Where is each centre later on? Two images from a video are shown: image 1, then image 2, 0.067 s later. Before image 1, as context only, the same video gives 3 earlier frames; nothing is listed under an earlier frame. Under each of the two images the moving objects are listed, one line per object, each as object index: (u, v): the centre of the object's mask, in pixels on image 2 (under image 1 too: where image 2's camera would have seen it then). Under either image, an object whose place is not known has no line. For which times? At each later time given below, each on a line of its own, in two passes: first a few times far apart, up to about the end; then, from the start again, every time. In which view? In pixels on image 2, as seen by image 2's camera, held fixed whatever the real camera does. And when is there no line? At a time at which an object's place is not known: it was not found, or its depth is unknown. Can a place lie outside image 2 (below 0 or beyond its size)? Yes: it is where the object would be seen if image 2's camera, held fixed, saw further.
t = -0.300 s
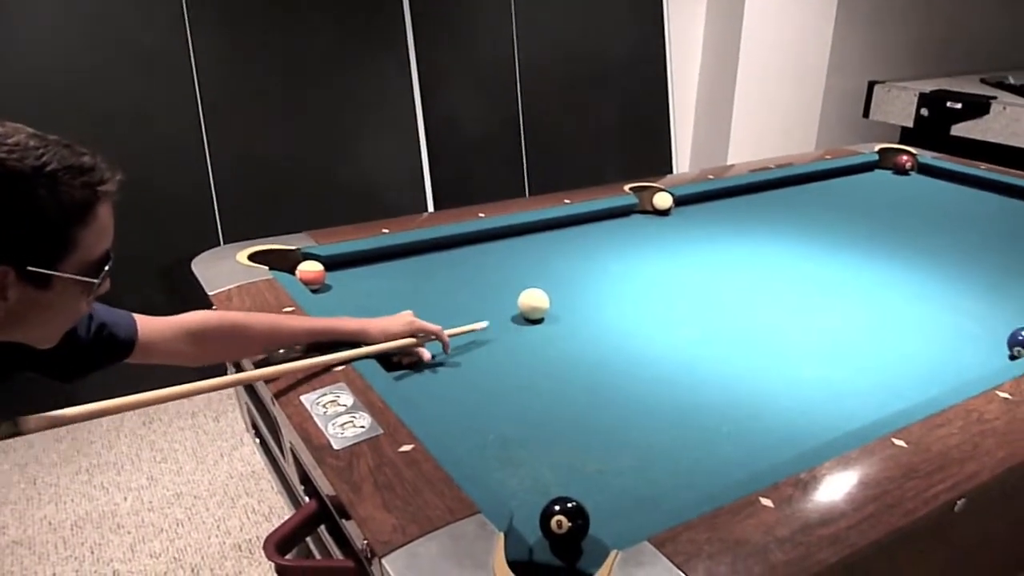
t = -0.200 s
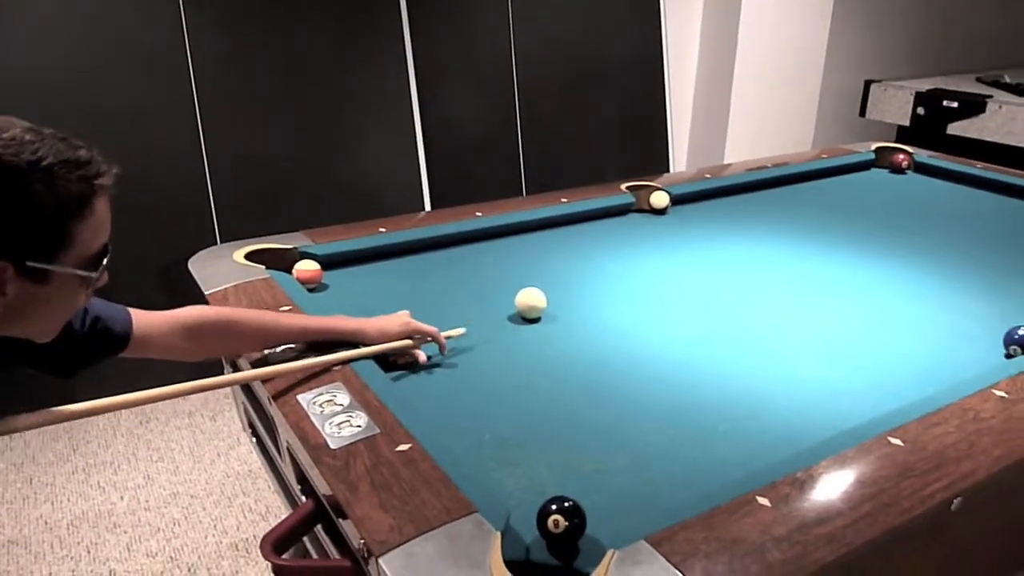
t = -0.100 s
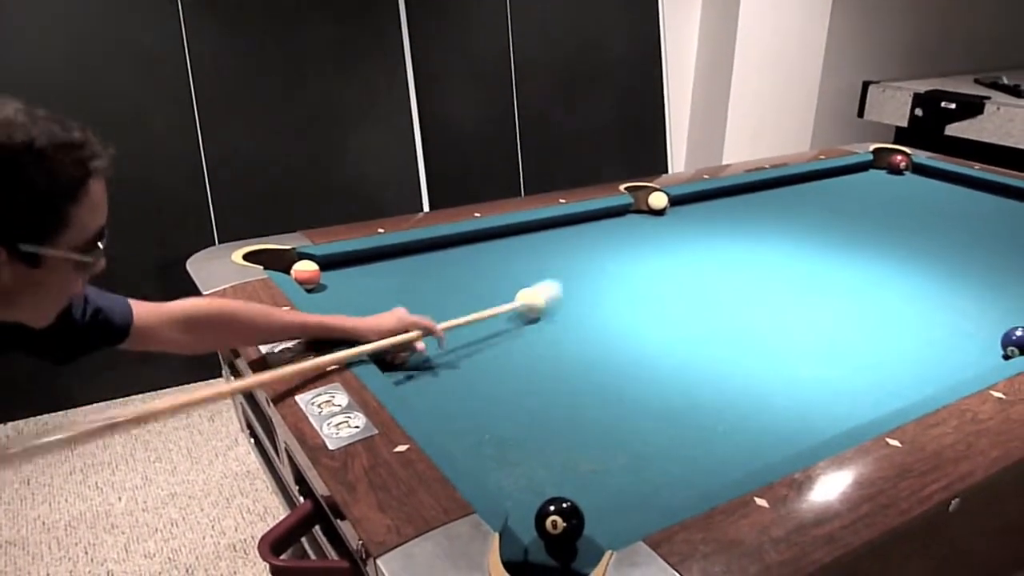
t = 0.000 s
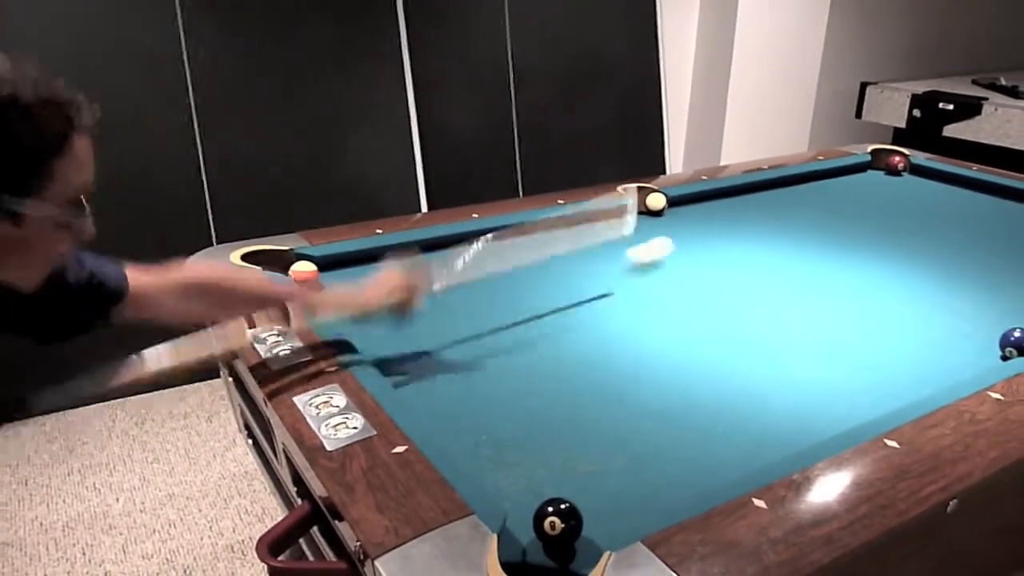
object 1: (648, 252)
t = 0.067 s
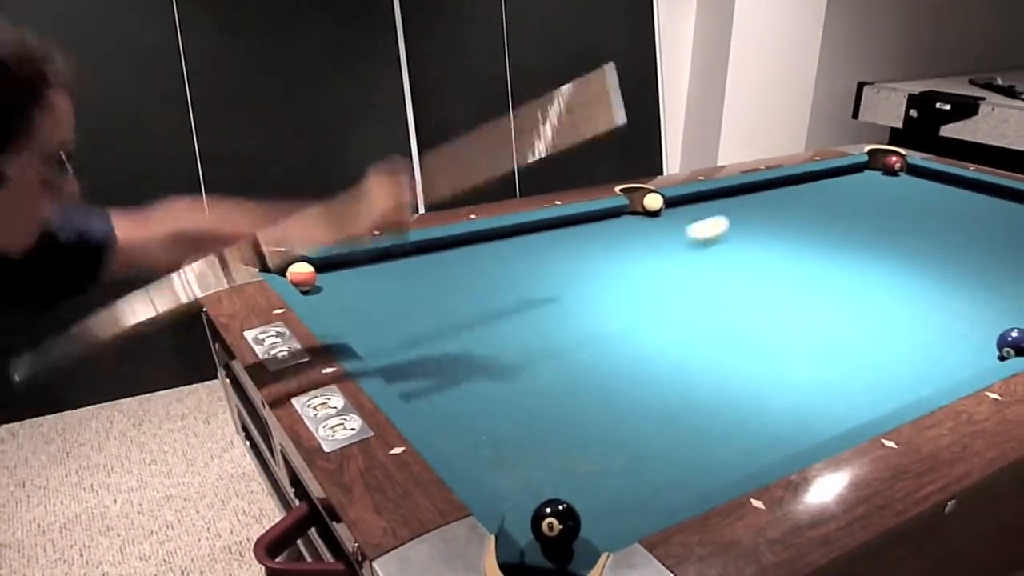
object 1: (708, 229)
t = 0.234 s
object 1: (821, 187)
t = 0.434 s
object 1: (856, 169)
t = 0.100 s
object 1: (733, 219)
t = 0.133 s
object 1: (758, 210)
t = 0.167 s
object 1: (781, 201)
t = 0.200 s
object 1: (802, 193)
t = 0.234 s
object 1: (821, 187)
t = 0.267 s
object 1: (840, 179)
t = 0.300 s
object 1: (857, 172)
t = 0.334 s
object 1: (873, 166)
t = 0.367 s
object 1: (874, 165)
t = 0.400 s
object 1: (865, 166)
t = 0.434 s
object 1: (856, 169)
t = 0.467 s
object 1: (848, 172)
